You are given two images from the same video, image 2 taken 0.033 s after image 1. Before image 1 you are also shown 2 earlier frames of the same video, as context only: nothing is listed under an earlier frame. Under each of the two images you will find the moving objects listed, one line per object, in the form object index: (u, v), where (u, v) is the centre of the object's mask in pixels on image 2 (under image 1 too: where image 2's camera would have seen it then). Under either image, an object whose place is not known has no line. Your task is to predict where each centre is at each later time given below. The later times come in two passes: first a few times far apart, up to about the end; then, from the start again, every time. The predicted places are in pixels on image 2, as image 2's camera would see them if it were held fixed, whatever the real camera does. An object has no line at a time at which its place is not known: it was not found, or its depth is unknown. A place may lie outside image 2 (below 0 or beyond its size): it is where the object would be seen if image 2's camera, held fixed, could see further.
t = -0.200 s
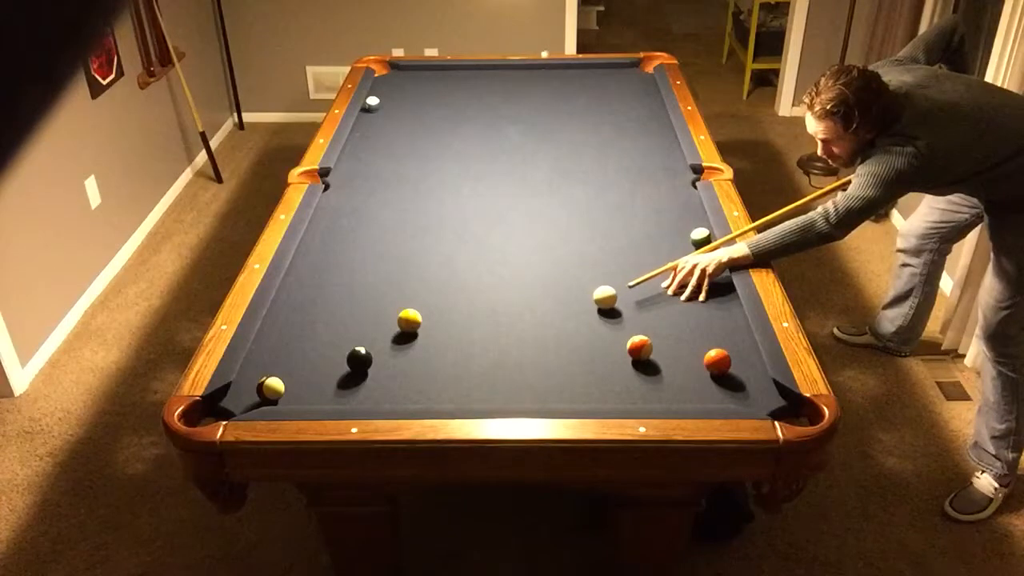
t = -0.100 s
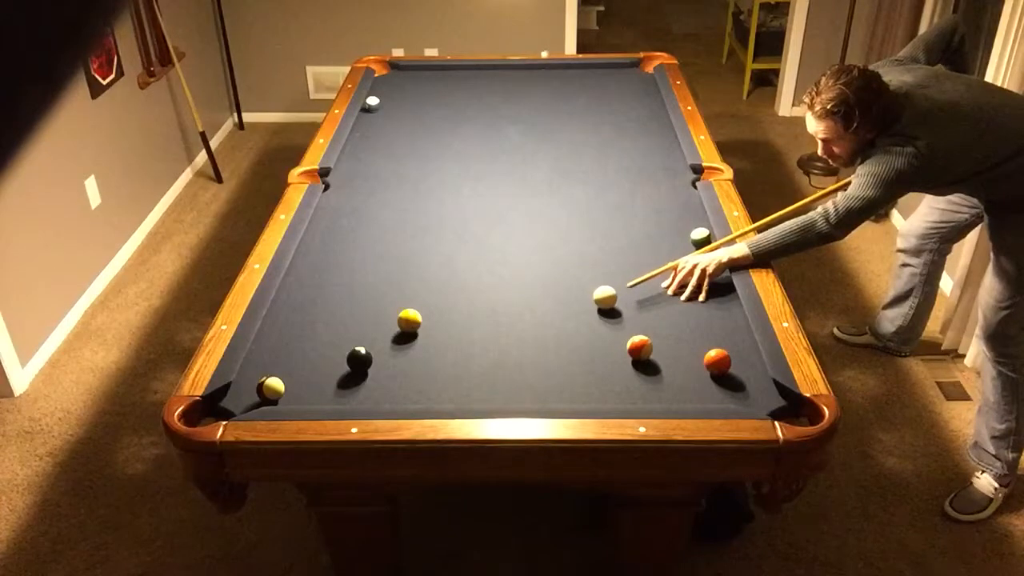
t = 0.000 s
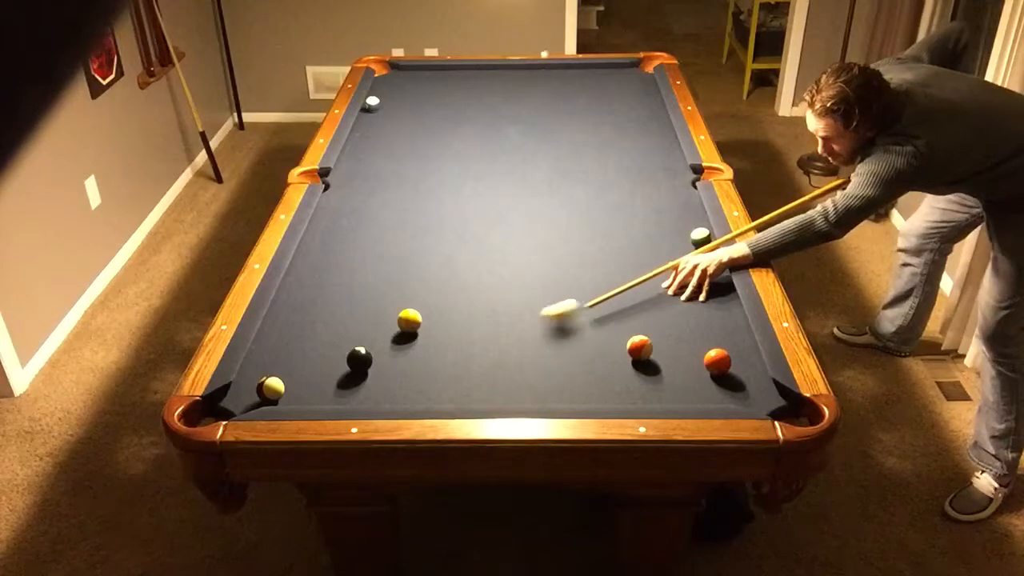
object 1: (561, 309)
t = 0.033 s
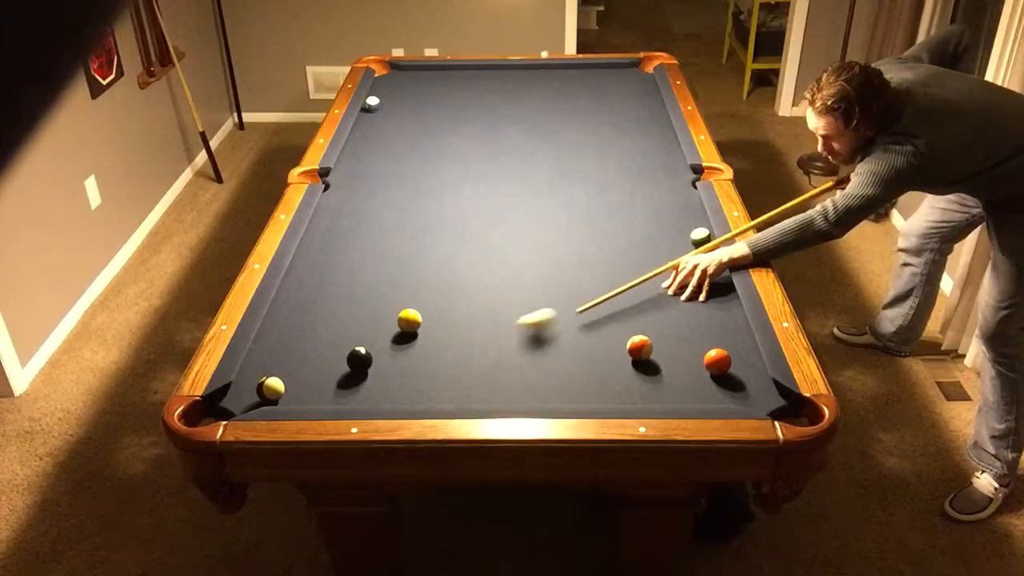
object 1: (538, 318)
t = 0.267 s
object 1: (379, 383)
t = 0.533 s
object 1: (287, 359)
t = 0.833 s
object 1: (293, 314)
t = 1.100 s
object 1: (330, 283)
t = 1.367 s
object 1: (361, 256)
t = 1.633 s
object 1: (388, 233)
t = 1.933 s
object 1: (414, 210)
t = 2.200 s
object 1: (435, 193)
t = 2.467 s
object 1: (453, 178)
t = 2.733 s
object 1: (469, 164)
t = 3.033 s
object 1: (486, 150)
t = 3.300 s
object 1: (499, 140)
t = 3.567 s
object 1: (510, 130)
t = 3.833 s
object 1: (520, 122)
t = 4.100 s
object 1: (528, 114)
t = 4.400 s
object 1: (537, 107)
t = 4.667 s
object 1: (543, 101)
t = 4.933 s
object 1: (549, 96)
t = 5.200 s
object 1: (554, 92)
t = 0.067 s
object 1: (515, 327)
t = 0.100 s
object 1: (492, 335)
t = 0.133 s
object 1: (469, 345)
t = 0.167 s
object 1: (447, 354)
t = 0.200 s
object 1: (426, 363)
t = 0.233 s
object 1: (403, 372)
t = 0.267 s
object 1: (379, 383)
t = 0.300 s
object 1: (354, 392)
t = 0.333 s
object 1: (331, 394)
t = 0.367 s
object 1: (318, 388)
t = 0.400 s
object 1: (306, 384)
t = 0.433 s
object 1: (296, 377)
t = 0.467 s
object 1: (295, 371)
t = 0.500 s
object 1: (291, 365)
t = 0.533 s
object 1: (287, 359)
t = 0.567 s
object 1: (282, 353)
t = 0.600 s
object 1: (277, 348)
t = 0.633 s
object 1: (274, 342)
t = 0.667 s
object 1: (269, 338)
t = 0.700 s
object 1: (271, 332)
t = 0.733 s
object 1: (277, 327)
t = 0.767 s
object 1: (282, 323)
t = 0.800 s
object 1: (287, 319)
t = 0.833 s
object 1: (293, 314)
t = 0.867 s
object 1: (297, 310)
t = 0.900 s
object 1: (302, 306)
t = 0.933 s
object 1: (307, 302)
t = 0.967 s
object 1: (312, 298)
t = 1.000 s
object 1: (315, 295)
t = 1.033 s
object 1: (320, 291)
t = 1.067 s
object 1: (325, 286)
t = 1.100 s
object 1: (330, 283)
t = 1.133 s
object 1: (334, 279)
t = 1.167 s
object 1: (338, 276)
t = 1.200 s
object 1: (342, 273)
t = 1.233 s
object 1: (346, 269)
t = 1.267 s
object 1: (350, 266)
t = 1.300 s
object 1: (354, 262)
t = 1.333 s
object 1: (357, 259)
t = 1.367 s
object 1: (361, 256)
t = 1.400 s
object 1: (364, 253)
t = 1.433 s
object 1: (368, 250)
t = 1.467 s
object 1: (372, 247)
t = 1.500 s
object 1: (375, 244)
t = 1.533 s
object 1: (379, 241)
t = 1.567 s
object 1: (382, 239)
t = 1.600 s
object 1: (385, 236)
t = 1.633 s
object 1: (388, 233)
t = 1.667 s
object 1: (391, 230)
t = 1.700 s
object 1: (394, 228)
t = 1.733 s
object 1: (397, 225)
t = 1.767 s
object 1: (400, 222)
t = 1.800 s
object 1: (403, 220)
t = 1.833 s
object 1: (406, 218)
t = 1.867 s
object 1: (409, 215)
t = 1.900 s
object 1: (411, 213)
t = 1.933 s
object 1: (414, 210)
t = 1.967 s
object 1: (417, 208)
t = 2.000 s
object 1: (420, 206)
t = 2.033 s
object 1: (422, 204)
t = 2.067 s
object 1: (425, 201)
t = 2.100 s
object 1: (427, 199)
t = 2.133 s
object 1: (430, 197)
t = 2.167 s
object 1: (432, 195)
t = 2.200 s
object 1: (435, 193)
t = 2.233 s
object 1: (437, 191)
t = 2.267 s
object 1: (439, 189)
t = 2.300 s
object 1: (442, 187)
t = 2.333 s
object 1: (444, 185)
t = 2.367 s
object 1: (446, 183)
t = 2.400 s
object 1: (449, 181)
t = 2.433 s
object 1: (451, 179)
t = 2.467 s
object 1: (453, 178)
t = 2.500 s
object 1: (455, 176)
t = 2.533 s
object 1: (457, 174)
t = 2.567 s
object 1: (459, 172)
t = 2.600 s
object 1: (461, 170)
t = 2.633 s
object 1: (463, 169)
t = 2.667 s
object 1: (465, 167)
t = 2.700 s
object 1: (467, 166)
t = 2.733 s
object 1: (469, 164)
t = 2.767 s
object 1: (471, 162)
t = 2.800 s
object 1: (473, 161)
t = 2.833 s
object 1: (475, 160)
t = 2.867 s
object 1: (477, 158)
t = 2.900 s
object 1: (479, 156)
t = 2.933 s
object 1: (481, 155)
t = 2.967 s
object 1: (482, 153)
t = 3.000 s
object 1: (484, 152)
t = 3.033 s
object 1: (486, 150)
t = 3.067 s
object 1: (487, 149)
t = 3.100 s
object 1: (489, 148)
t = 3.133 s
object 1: (491, 146)
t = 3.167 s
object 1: (492, 145)
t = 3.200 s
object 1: (494, 144)
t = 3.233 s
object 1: (496, 142)
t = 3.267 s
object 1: (497, 141)
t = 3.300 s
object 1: (499, 140)
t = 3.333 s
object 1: (500, 138)
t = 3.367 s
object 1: (502, 137)
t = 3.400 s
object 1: (503, 136)
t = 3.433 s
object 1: (504, 135)
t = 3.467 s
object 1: (506, 134)
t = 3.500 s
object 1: (507, 132)
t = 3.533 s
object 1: (509, 131)
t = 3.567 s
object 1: (510, 130)
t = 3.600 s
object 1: (511, 129)
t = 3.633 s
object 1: (512, 128)
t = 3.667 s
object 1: (514, 127)
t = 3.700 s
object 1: (515, 126)
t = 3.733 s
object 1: (516, 125)
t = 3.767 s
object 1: (518, 124)
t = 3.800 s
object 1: (519, 123)
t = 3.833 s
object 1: (520, 122)
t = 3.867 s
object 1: (521, 120)
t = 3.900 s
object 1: (522, 120)
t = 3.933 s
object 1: (523, 119)
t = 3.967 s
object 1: (524, 118)
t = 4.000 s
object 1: (525, 117)
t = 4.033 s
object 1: (527, 116)
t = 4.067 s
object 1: (527, 115)
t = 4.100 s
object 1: (528, 114)
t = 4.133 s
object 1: (529, 113)
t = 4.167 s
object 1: (530, 112)
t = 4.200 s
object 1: (531, 112)
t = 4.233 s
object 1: (532, 111)
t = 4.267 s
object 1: (533, 110)
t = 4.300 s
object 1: (534, 109)
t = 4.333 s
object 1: (535, 108)
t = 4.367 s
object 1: (536, 107)
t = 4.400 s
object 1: (537, 107)
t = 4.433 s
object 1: (538, 106)
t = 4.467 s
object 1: (539, 105)
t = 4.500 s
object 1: (539, 104)
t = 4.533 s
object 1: (540, 104)
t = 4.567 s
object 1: (541, 103)
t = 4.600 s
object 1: (542, 103)
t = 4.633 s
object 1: (543, 102)
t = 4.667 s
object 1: (543, 101)
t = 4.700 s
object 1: (544, 101)
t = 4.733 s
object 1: (545, 100)
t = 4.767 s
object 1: (546, 99)
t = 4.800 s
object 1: (546, 99)
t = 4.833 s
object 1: (547, 98)
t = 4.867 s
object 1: (548, 97)
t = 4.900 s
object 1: (549, 97)
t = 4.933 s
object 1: (549, 96)
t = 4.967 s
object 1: (550, 96)
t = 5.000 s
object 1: (551, 95)
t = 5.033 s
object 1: (551, 94)
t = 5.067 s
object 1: (552, 94)
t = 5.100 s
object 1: (552, 93)
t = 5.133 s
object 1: (553, 93)
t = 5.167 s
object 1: (553, 92)
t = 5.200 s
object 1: (554, 92)
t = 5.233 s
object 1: (555, 91)
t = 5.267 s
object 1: (555, 91)
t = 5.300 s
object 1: (556, 90)
